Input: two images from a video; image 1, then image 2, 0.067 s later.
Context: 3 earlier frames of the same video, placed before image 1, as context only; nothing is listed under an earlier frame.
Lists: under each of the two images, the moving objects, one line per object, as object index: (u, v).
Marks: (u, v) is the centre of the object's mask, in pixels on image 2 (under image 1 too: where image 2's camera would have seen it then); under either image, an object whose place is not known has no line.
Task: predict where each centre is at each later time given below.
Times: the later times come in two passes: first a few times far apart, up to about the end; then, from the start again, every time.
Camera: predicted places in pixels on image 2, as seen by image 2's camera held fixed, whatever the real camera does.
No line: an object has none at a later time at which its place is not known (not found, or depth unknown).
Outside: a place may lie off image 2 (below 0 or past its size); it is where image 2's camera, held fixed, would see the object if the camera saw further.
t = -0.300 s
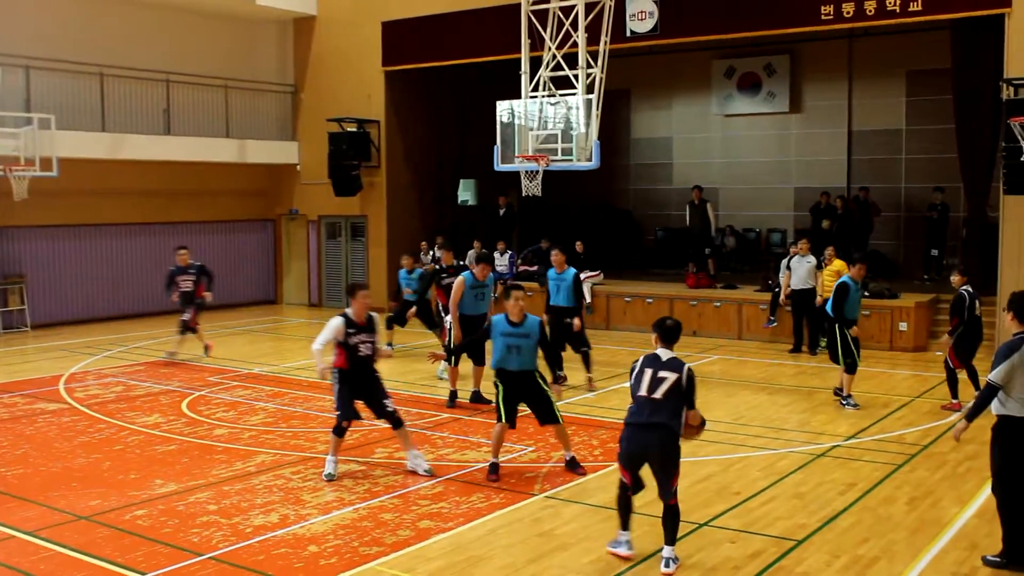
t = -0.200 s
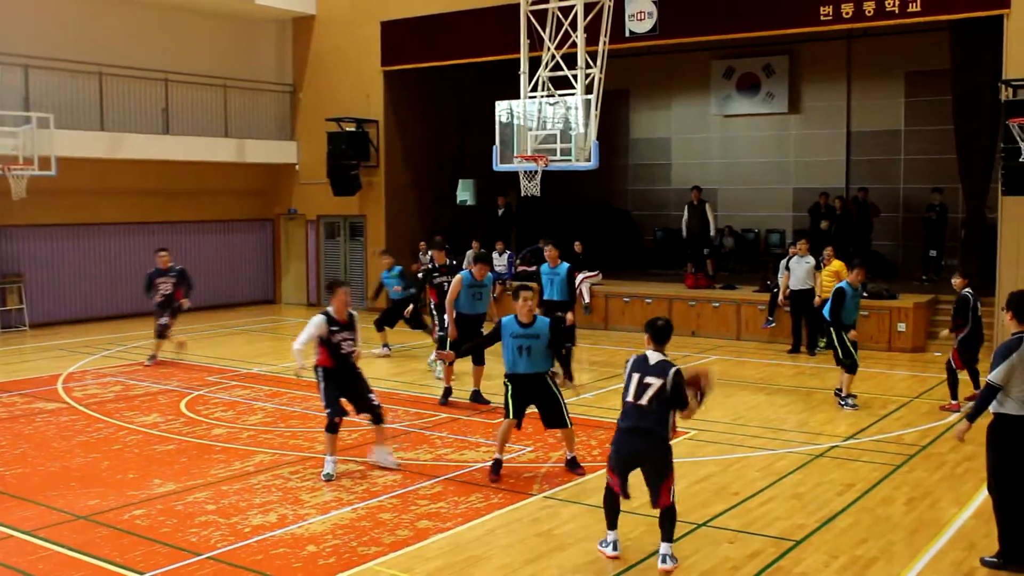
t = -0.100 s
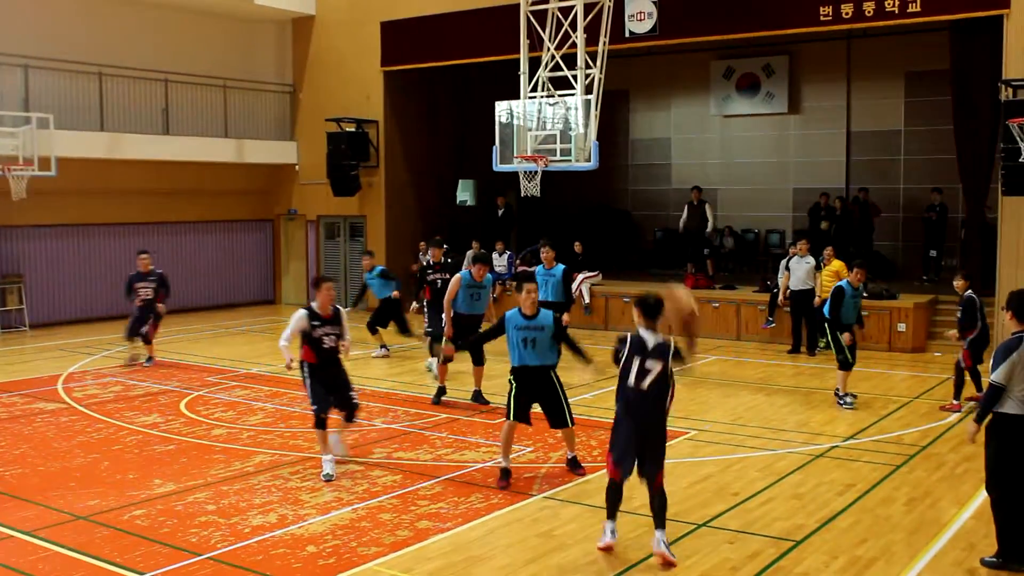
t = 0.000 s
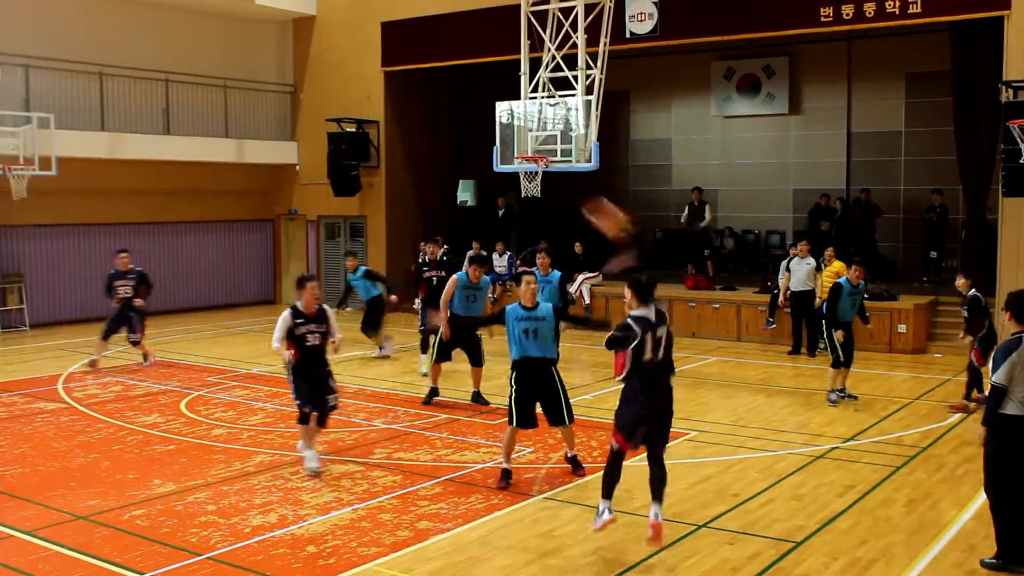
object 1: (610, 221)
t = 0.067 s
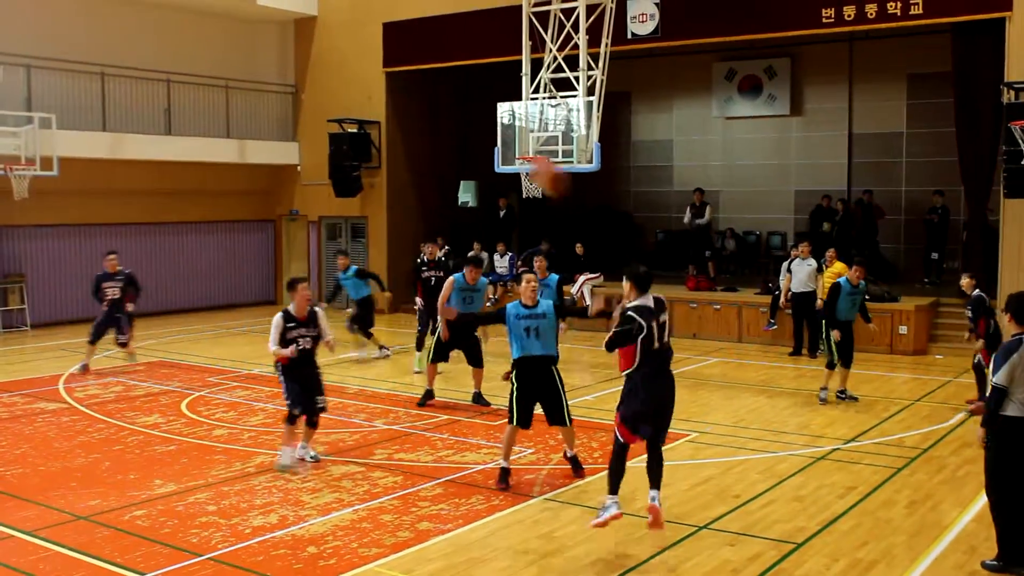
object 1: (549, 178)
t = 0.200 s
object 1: (431, 108)
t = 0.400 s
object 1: (295, 56)
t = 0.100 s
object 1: (511, 153)
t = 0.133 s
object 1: (479, 136)
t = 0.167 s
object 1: (457, 122)
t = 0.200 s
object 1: (431, 108)
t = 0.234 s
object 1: (406, 96)
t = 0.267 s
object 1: (385, 85)
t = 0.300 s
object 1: (362, 76)
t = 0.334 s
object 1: (337, 68)
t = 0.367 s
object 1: (316, 62)
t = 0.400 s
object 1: (295, 56)
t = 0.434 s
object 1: (277, 53)
